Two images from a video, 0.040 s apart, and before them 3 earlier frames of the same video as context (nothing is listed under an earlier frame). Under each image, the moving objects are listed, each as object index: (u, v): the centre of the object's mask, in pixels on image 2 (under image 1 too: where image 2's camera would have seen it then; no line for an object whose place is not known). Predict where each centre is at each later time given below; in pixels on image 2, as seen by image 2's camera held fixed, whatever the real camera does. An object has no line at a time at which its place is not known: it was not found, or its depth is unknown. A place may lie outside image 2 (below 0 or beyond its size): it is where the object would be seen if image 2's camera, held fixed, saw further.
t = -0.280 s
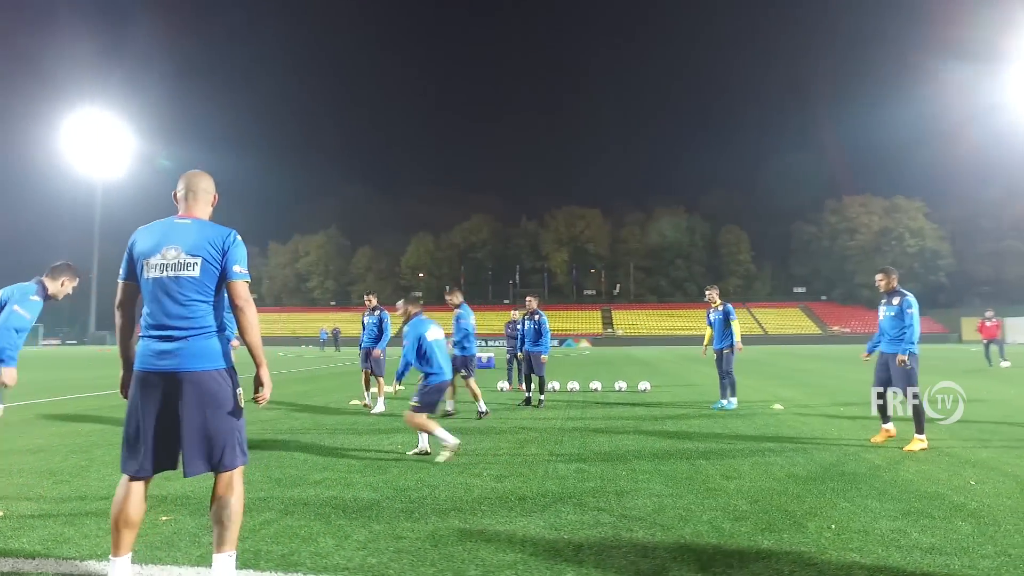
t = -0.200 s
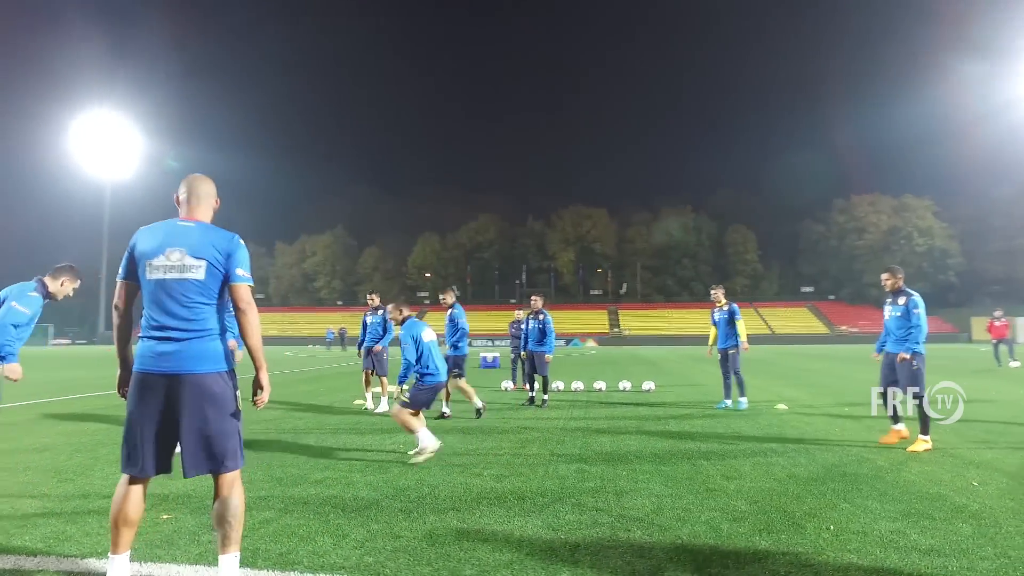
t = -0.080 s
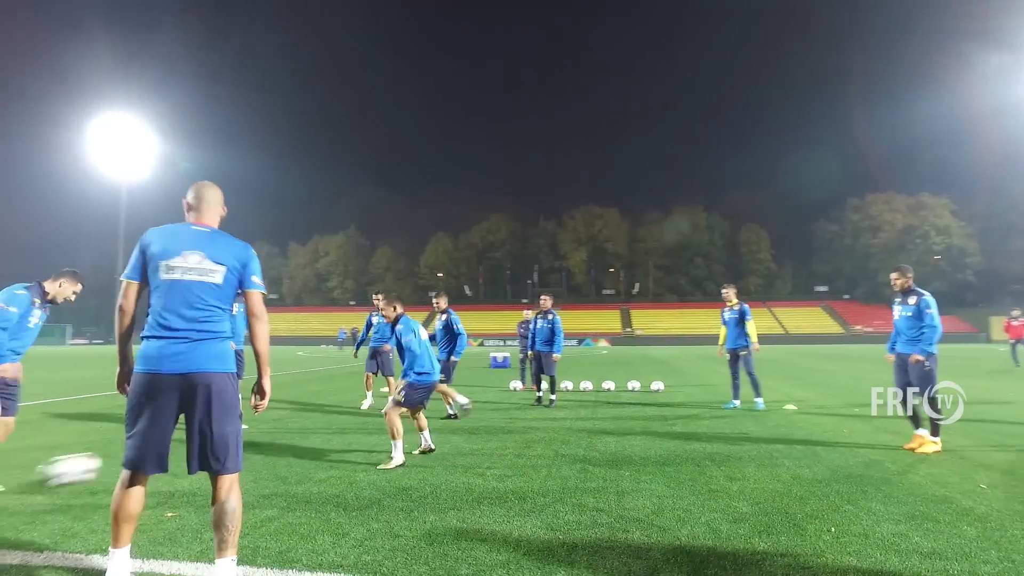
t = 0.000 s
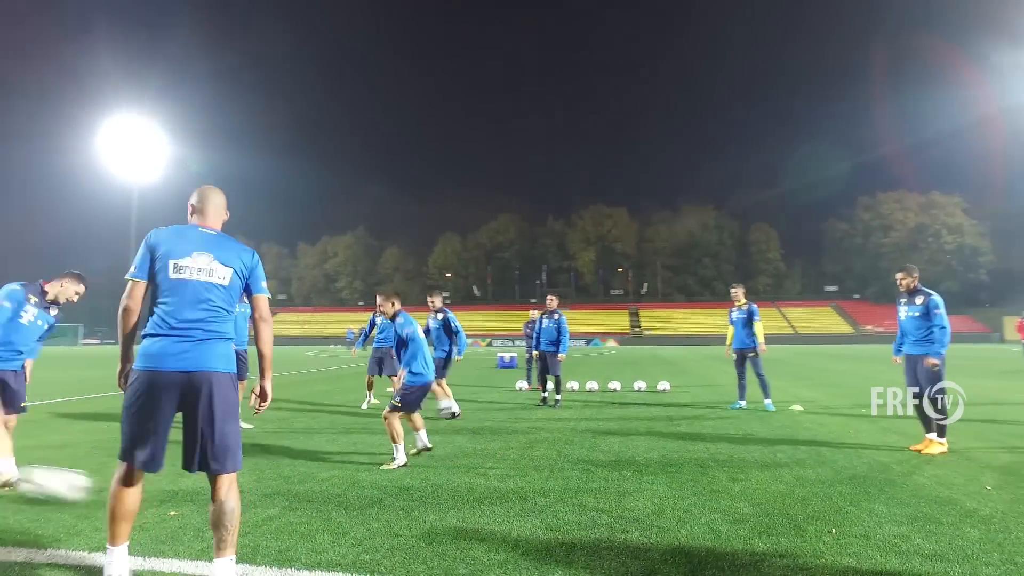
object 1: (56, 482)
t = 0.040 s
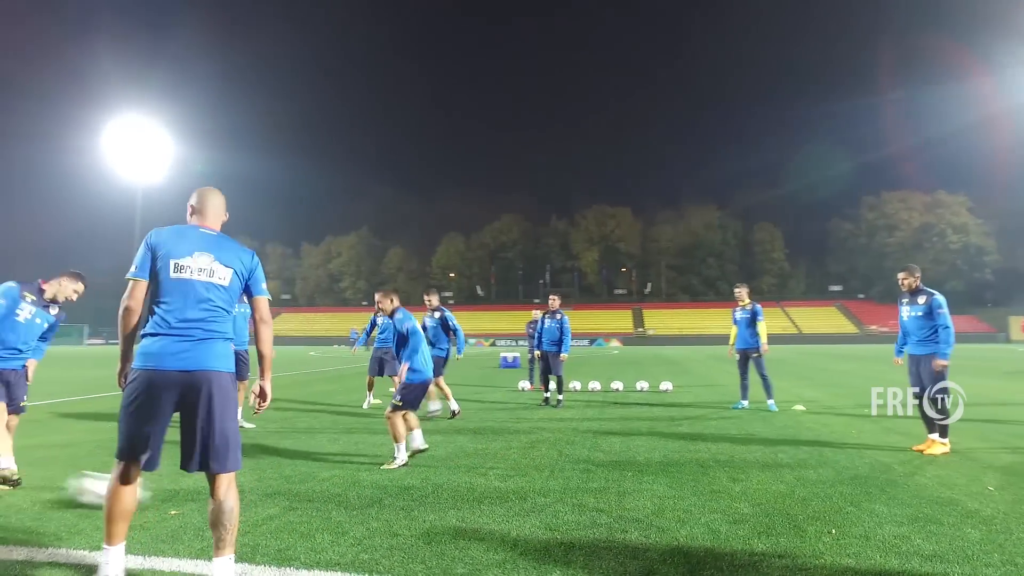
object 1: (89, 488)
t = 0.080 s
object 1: (168, 491)
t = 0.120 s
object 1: (192, 492)
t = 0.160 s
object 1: (277, 500)
